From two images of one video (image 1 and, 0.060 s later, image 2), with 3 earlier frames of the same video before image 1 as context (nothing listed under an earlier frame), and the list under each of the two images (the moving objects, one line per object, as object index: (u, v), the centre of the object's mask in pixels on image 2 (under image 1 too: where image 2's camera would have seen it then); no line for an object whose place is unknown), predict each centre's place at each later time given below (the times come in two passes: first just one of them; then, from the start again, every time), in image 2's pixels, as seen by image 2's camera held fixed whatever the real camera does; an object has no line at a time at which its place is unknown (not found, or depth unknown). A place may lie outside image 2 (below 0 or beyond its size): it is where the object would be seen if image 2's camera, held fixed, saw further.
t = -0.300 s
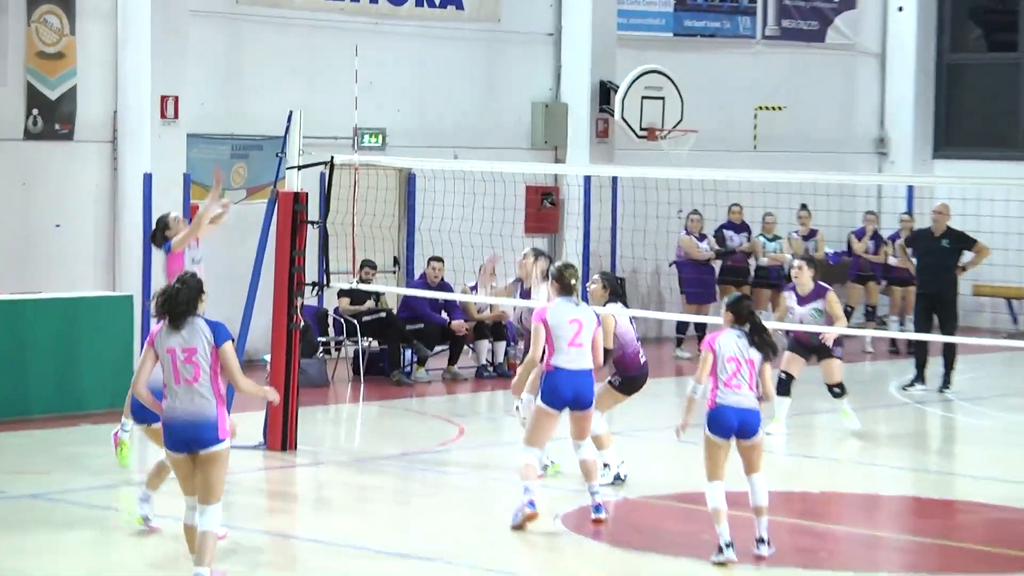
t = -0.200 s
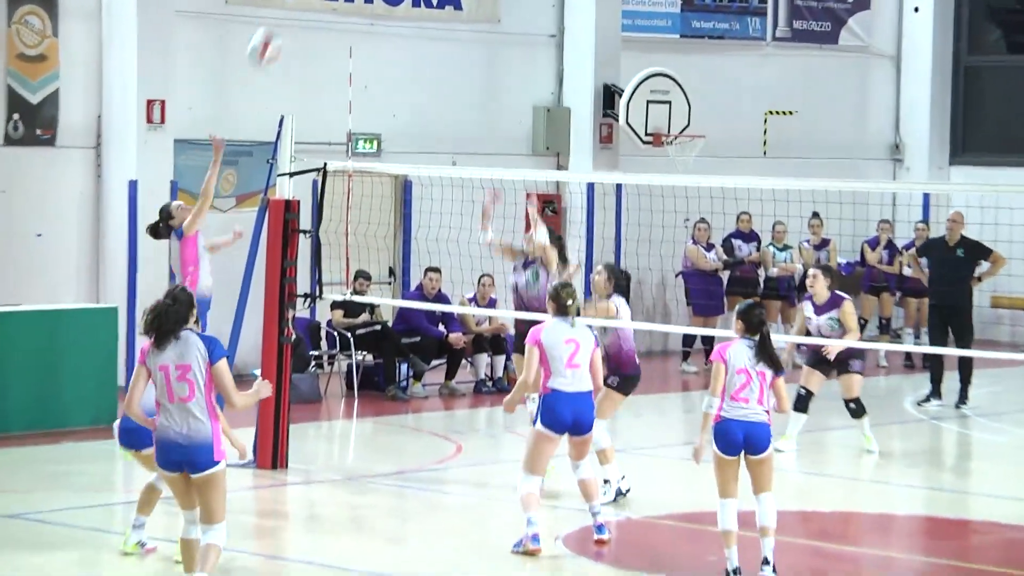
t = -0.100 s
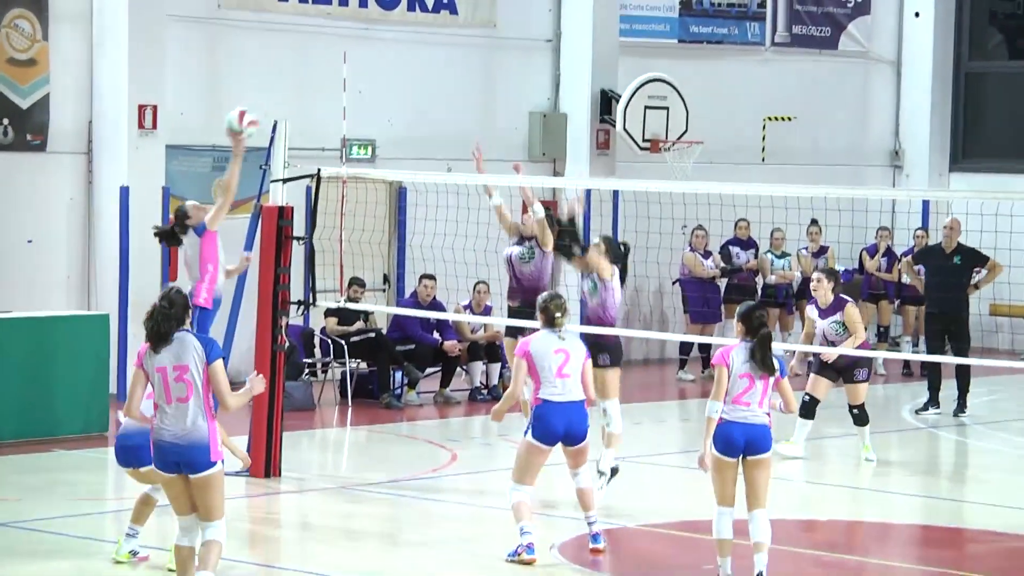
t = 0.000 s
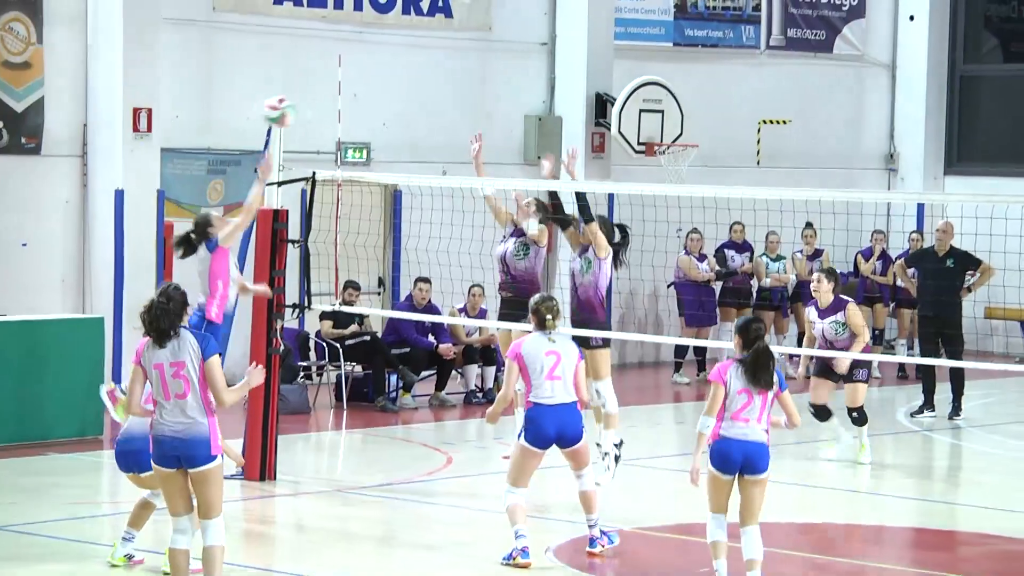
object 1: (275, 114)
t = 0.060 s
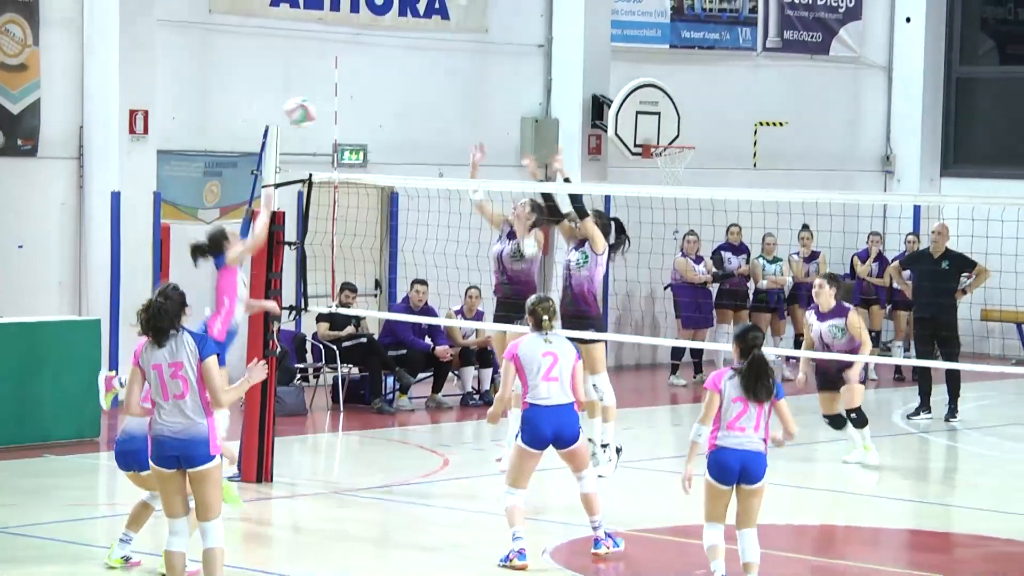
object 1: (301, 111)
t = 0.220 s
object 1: (364, 128)
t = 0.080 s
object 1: (313, 113)
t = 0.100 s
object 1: (321, 112)
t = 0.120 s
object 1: (330, 113)
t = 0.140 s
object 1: (337, 114)
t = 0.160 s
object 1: (344, 117)
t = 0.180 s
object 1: (350, 121)
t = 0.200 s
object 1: (357, 124)
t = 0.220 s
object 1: (364, 128)
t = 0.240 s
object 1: (372, 133)
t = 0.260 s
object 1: (379, 139)
